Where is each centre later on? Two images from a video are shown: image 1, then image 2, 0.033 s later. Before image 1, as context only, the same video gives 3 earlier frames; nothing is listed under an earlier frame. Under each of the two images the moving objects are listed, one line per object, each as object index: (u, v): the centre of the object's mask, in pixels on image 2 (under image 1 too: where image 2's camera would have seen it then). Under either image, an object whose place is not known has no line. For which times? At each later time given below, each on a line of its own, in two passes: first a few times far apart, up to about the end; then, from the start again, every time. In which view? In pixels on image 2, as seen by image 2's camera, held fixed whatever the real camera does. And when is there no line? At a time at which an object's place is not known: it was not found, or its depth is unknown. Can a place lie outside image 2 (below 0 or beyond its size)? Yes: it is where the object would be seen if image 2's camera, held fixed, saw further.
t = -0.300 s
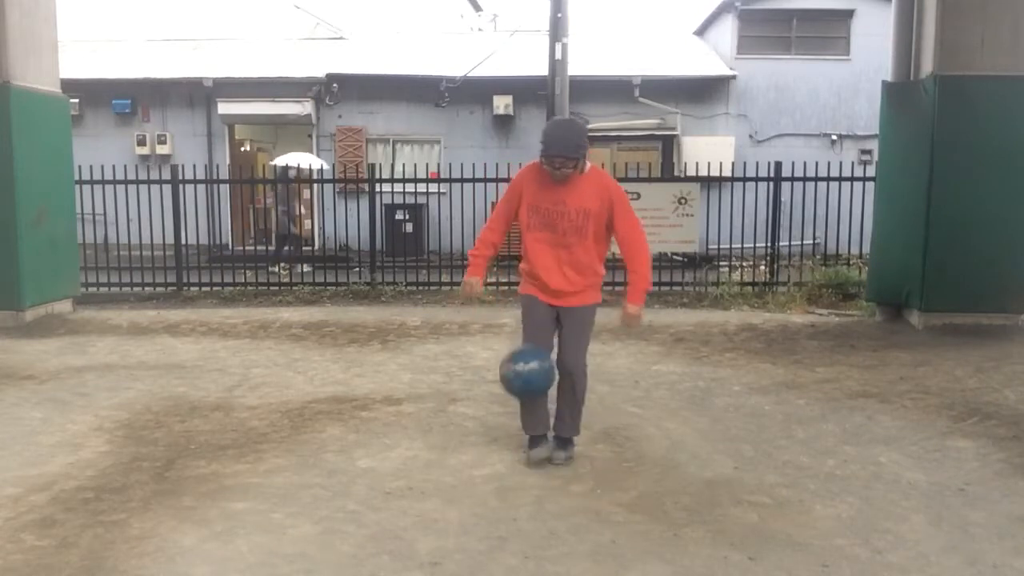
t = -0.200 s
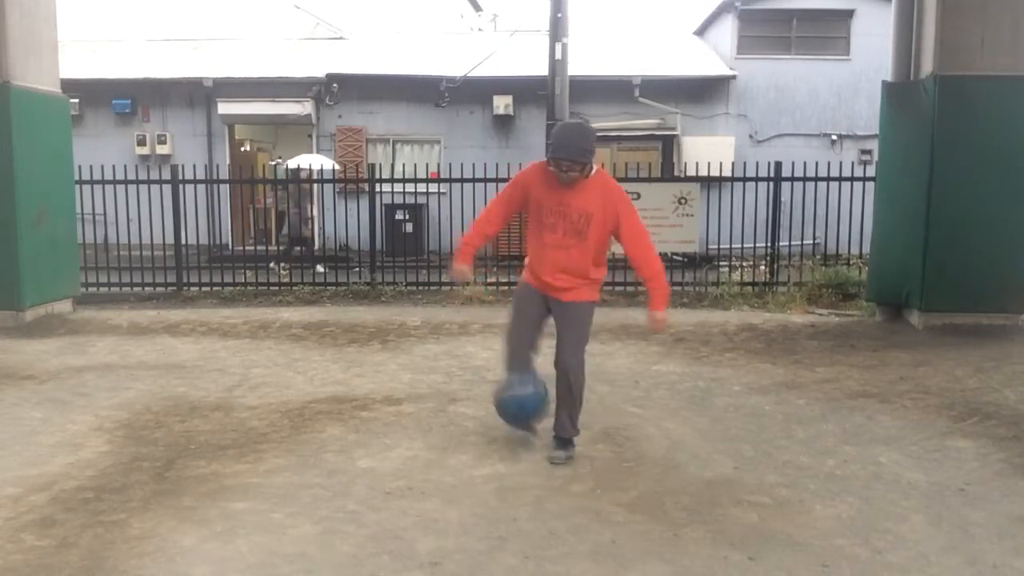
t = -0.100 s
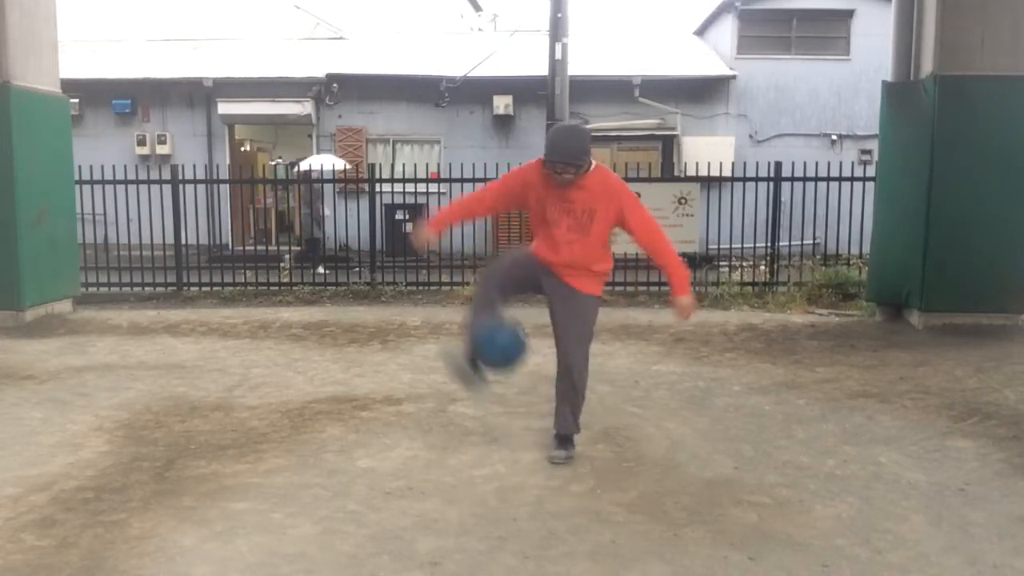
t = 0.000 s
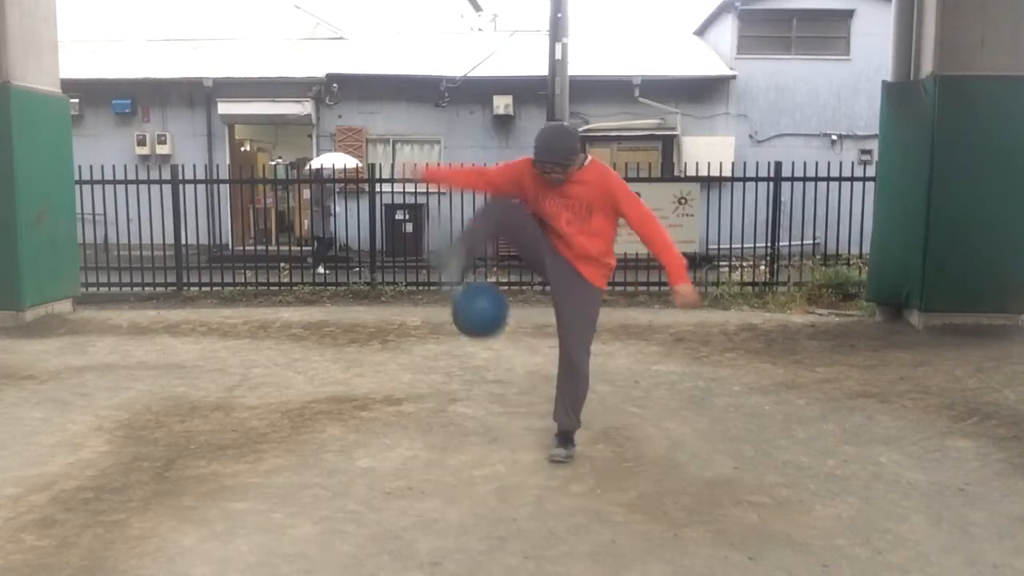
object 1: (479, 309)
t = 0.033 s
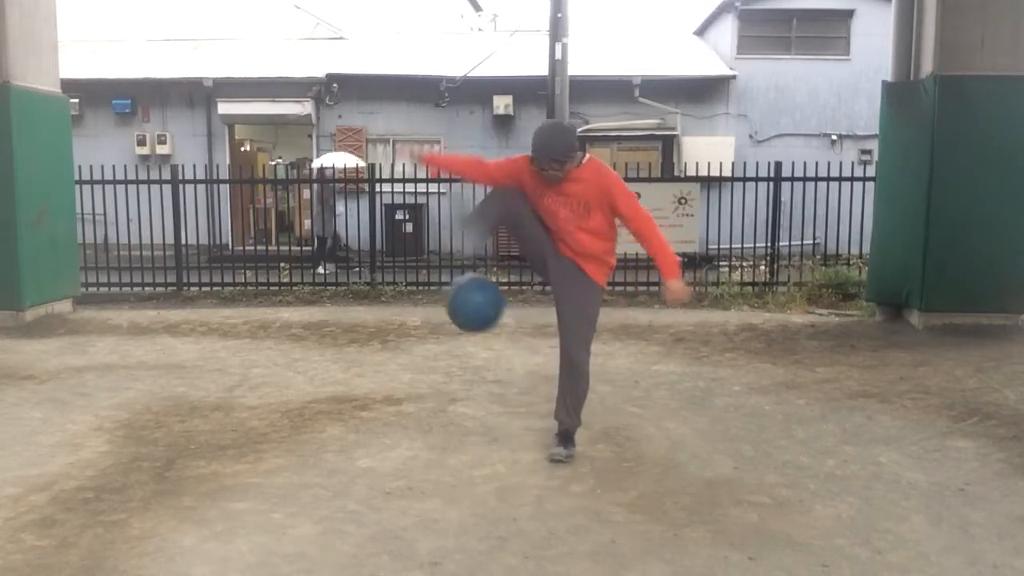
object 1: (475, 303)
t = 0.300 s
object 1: (434, 350)
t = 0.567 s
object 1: (417, 422)
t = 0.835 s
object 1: (449, 376)
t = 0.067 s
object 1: (469, 299)
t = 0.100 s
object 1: (464, 298)
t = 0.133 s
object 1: (459, 300)
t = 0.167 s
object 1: (454, 304)
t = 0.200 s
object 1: (449, 312)
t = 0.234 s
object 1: (444, 320)
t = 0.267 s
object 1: (439, 334)
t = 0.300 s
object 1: (434, 350)
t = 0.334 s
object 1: (429, 370)
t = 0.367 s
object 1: (423, 390)
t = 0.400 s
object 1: (417, 416)
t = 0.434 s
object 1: (412, 443)
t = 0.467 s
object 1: (407, 474)
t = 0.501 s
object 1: (409, 465)
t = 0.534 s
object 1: (414, 440)
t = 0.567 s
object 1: (417, 422)
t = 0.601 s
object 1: (421, 405)
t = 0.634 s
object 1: (424, 391)
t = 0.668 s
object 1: (429, 380)
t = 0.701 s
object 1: (433, 375)
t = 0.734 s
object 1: (437, 371)
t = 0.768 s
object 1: (441, 370)
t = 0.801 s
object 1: (445, 371)
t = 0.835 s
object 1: (449, 376)
